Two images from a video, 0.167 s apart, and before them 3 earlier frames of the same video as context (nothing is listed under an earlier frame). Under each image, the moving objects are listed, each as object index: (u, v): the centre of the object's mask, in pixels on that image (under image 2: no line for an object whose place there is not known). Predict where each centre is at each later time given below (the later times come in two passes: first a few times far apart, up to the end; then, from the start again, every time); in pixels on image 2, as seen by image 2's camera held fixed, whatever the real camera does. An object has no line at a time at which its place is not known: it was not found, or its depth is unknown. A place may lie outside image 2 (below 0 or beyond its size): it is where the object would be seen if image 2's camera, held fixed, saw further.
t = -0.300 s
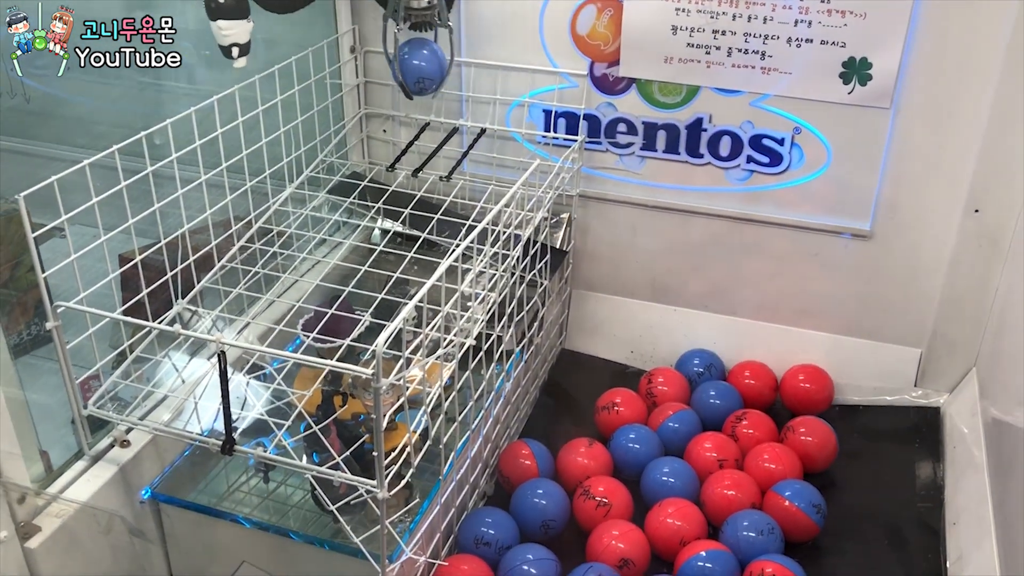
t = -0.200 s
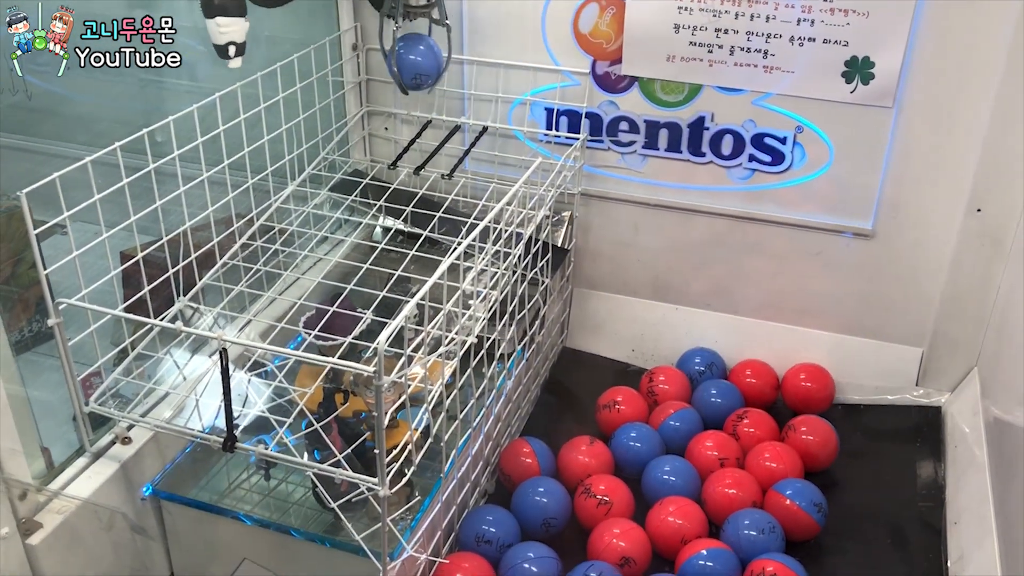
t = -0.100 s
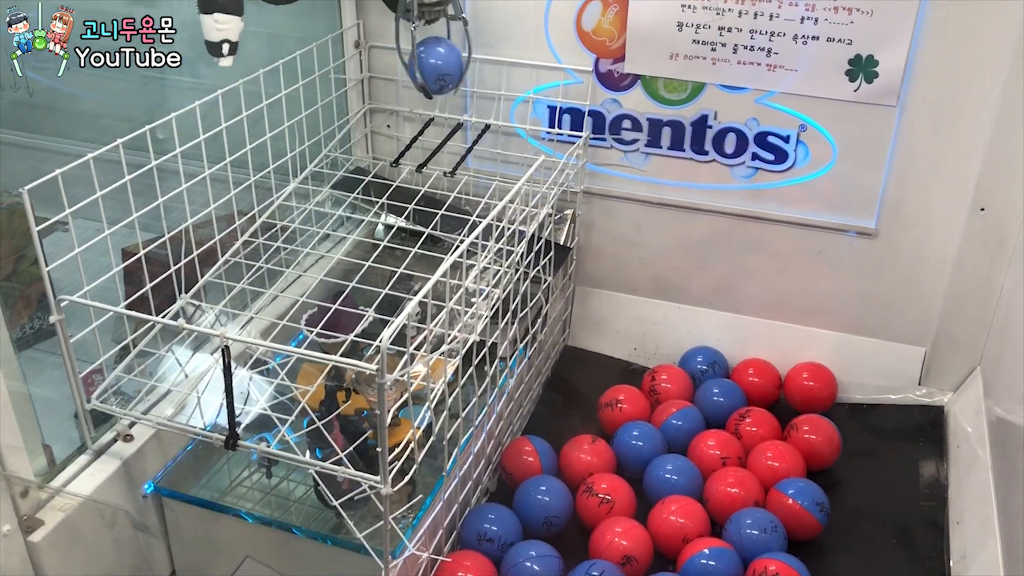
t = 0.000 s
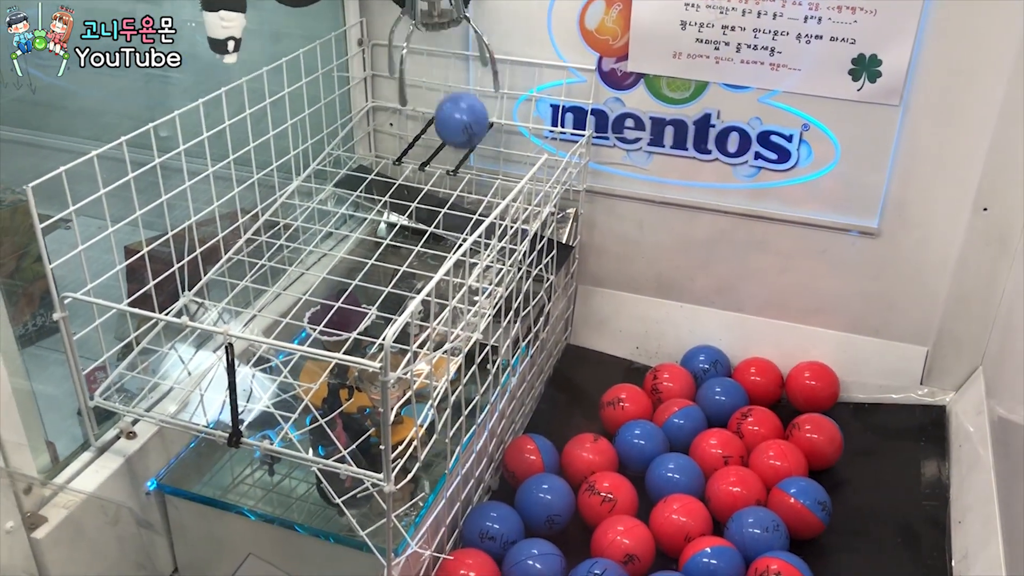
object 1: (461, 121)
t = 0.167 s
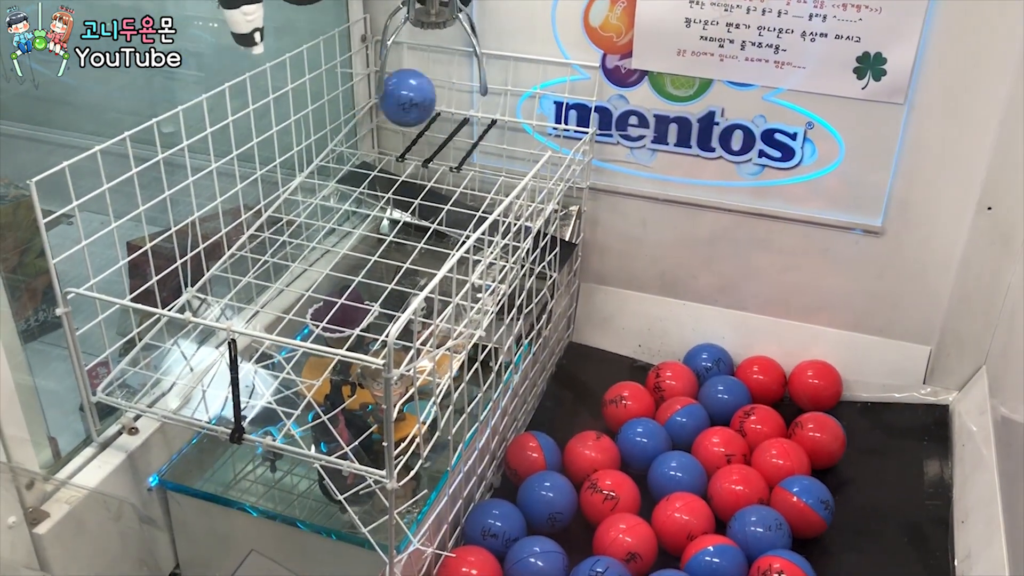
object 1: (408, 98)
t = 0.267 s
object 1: (365, 135)
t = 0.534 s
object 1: (299, 178)
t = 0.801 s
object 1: (266, 219)
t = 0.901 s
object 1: (254, 239)
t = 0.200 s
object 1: (392, 107)
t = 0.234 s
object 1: (378, 124)
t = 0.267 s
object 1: (365, 135)
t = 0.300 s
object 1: (351, 139)
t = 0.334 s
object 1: (336, 142)
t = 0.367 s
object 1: (329, 149)
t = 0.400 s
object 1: (325, 154)
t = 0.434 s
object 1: (320, 160)
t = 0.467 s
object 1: (313, 166)
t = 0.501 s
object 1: (306, 171)
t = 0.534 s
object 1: (299, 178)
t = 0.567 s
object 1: (293, 186)
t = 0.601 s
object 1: (288, 190)
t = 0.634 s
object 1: (286, 195)
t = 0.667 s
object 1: (282, 200)
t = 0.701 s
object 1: (278, 205)
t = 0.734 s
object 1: (274, 209)
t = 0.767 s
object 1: (270, 214)
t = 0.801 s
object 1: (266, 219)
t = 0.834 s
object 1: (262, 224)
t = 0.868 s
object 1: (258, 231)
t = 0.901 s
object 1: (254, 239)
